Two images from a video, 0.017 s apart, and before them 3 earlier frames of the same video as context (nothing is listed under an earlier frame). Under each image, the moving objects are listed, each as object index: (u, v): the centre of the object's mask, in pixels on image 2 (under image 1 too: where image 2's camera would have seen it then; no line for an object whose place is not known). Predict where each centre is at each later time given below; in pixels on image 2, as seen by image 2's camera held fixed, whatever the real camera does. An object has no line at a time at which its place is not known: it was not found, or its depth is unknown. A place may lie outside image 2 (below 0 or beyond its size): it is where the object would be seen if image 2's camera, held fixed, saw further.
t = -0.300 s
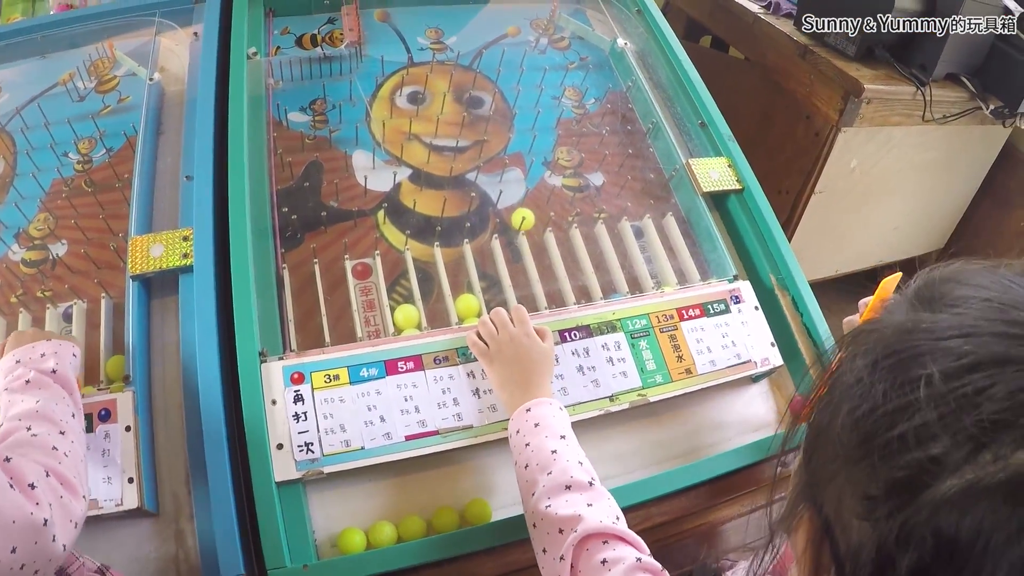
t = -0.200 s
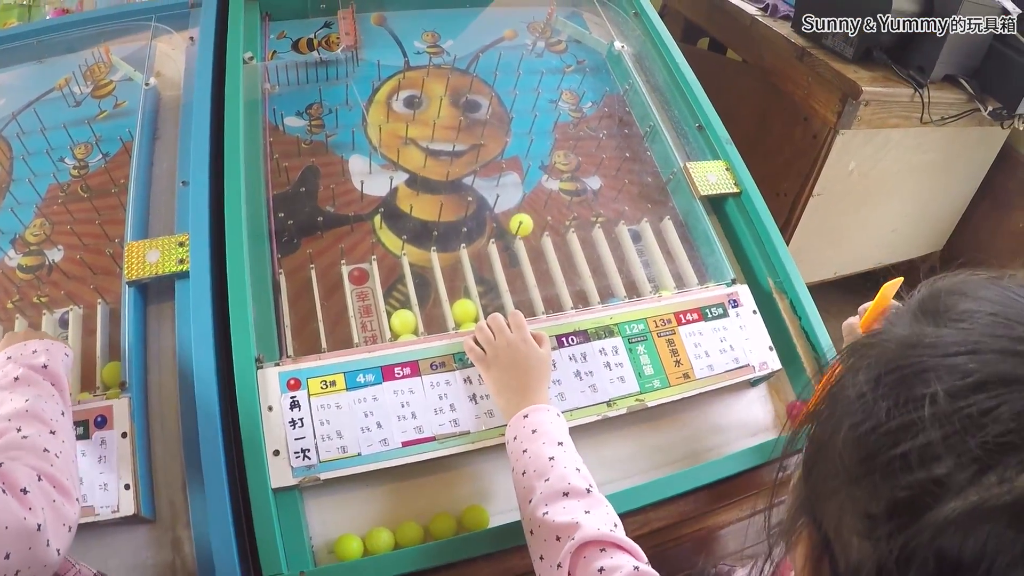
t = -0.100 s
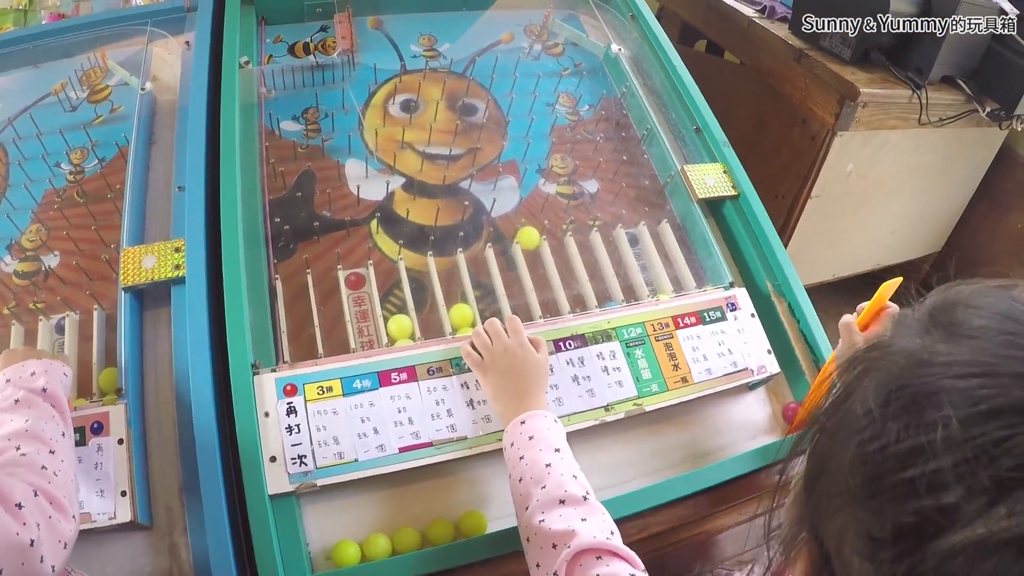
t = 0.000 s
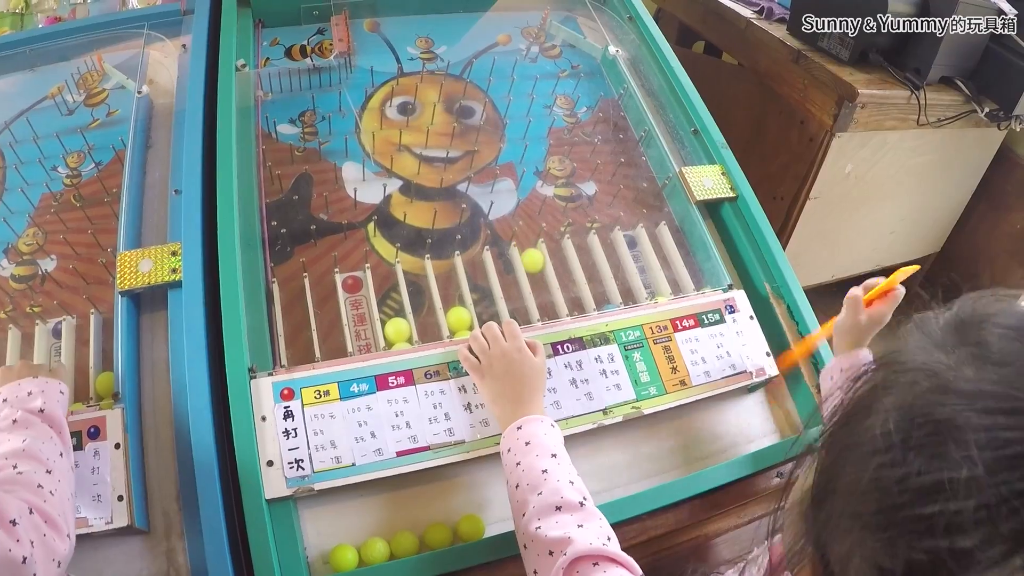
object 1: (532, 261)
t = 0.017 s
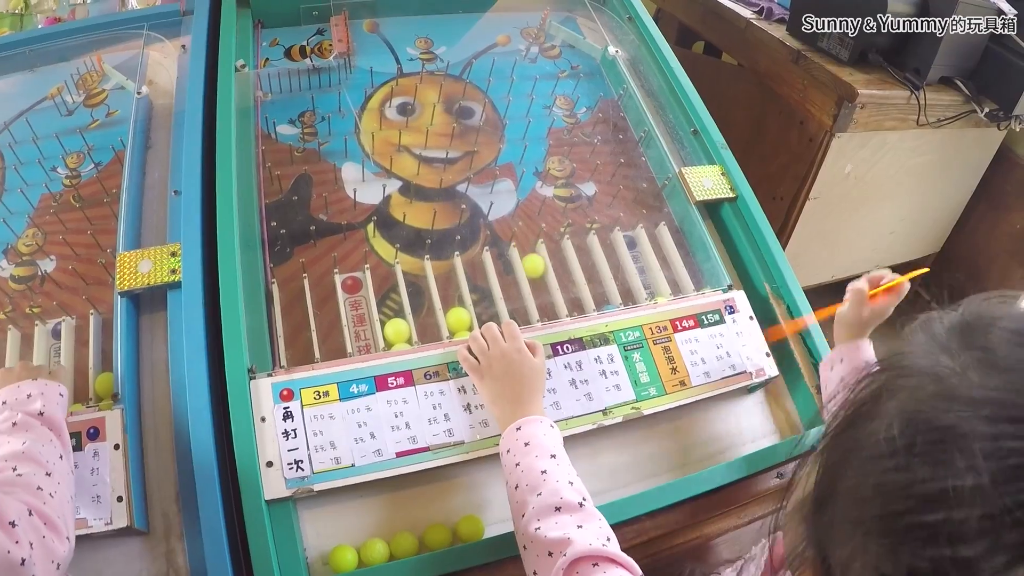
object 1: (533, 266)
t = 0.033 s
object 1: (535, 271)
